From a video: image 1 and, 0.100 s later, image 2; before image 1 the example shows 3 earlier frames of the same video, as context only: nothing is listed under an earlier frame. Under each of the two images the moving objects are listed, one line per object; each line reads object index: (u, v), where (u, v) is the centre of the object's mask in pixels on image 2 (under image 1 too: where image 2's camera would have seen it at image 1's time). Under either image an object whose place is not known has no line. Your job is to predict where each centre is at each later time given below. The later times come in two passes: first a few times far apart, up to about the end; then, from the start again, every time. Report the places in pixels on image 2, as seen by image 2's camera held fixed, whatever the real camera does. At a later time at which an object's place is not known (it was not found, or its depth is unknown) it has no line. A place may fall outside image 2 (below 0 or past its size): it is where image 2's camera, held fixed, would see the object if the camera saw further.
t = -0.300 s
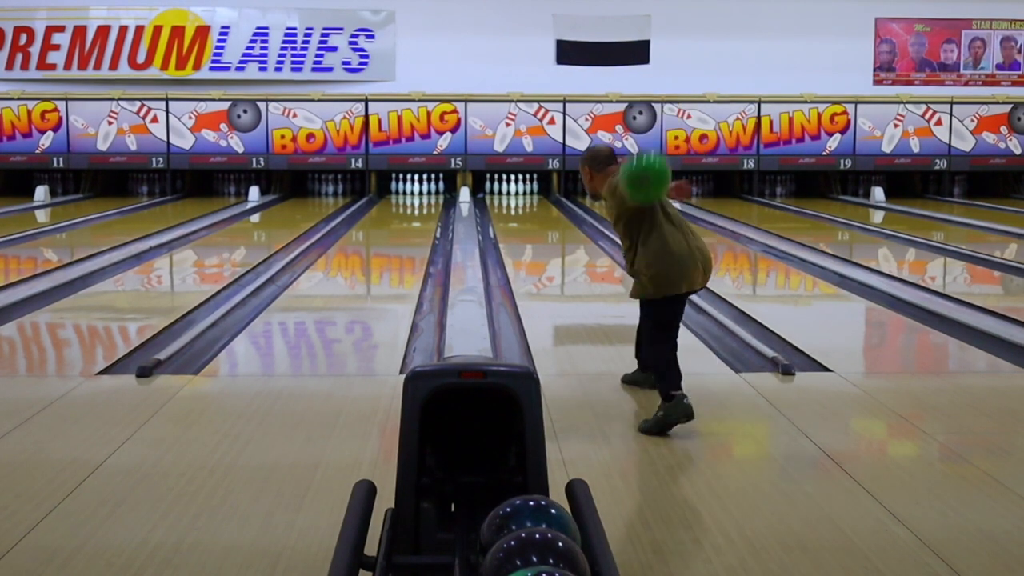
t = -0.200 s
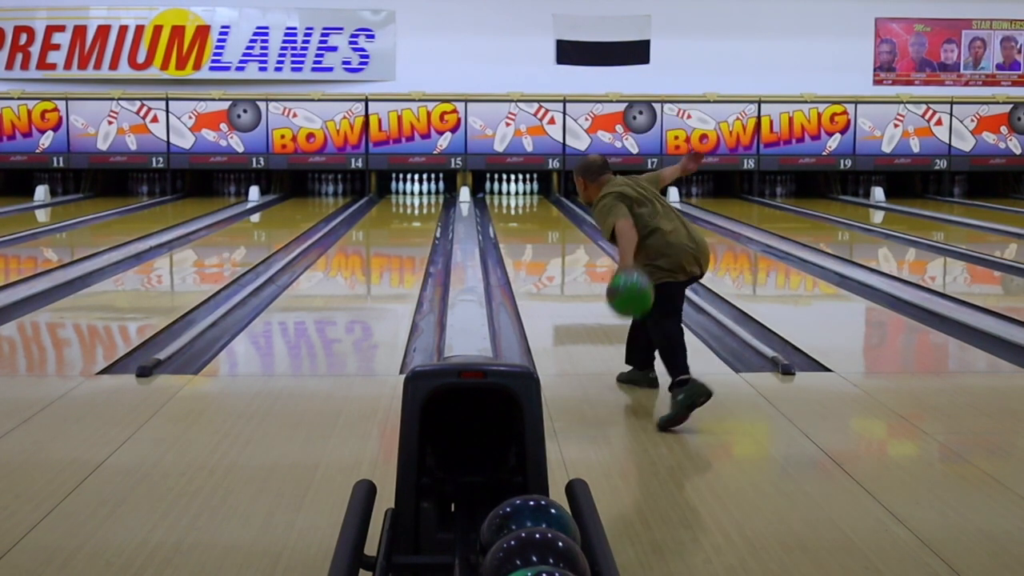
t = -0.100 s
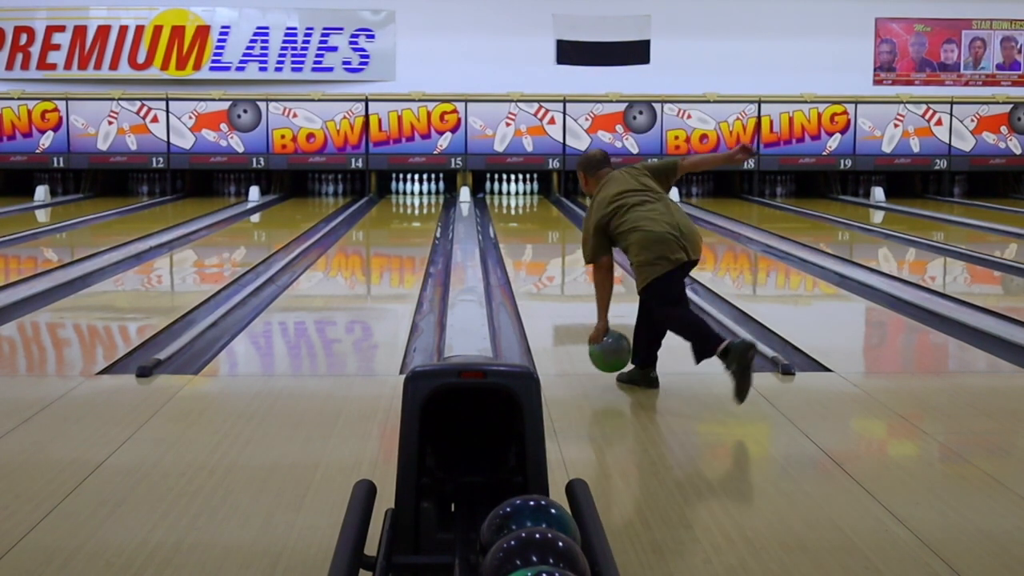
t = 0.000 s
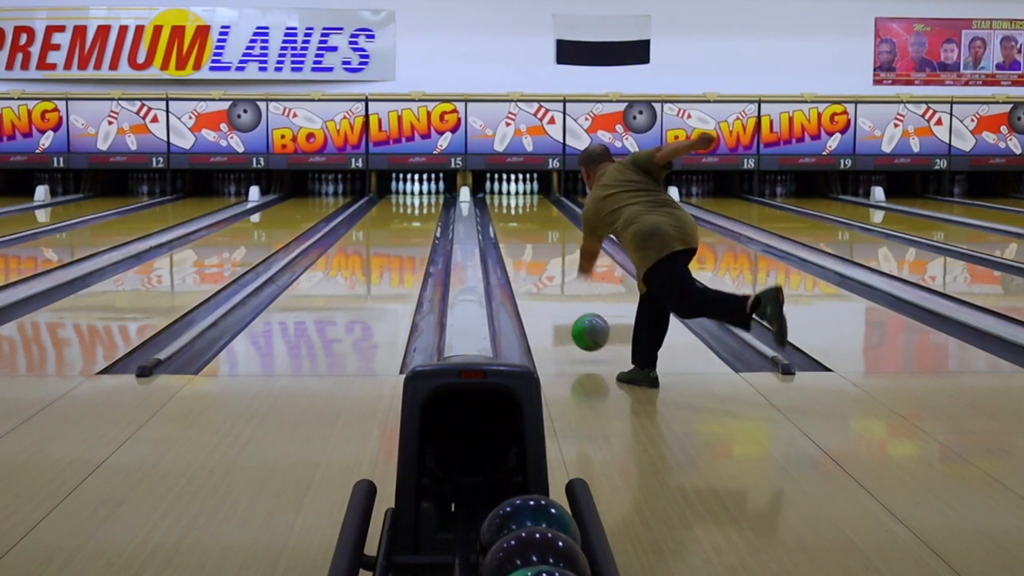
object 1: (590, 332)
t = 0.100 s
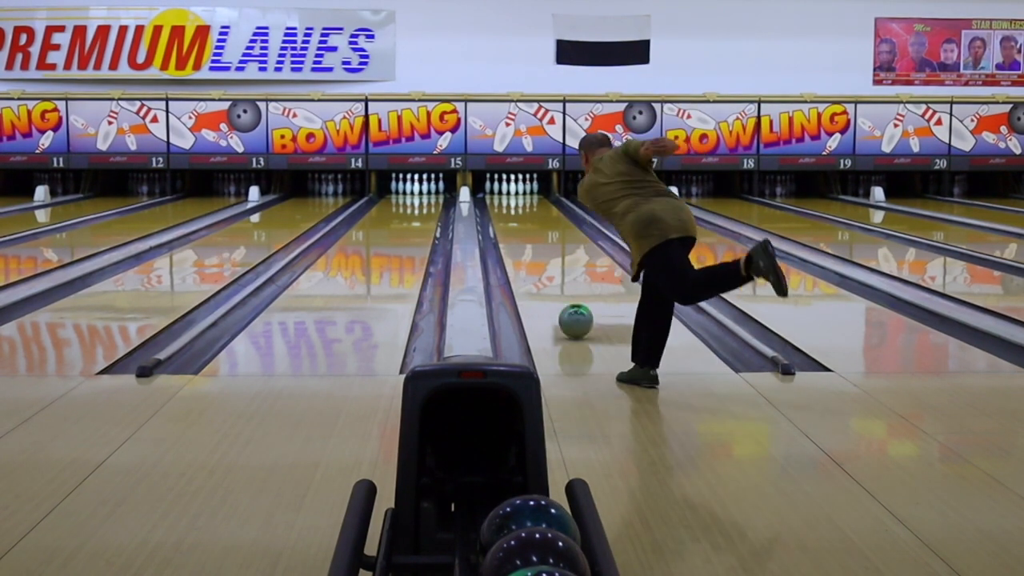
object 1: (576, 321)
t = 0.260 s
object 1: (558, 296)
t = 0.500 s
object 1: (538, 267)
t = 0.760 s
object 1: (525, 245)
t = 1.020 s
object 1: (516, 229)
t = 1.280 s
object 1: (509, 217)
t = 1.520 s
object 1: (504, 209)
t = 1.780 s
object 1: (504, 202)
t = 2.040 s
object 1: (507, 196)
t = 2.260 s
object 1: (512, 192)
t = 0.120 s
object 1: (573, 318)
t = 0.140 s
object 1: (571, 314)
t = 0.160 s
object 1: (568, 311)
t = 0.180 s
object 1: (566, 308)
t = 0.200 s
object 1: (564, 304)
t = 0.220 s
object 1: (561, 301)
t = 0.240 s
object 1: (559, 298)
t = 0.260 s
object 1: (558, 296)
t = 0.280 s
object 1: (556, 293)
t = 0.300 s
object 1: (554, 290)
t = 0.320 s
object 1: (552, 287)
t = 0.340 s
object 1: (550, 285)
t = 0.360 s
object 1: (549, 282)
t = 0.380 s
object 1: (547, 280)
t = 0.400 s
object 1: (546, 278)
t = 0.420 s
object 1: (544, 276)
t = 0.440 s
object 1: (543, 273)
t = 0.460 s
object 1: (541, 271)
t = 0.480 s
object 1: (540, 269)
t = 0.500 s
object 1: (538, 267)
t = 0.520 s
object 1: (537, 265)
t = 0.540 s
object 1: (536, 263)
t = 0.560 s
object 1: (535, 261)
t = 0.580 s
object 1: (534, 260)
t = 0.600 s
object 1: (533, 258)
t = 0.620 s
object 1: (531, 257)
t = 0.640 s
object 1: (530, 255)
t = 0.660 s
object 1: (529, 254)
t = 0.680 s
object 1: (528, 252)
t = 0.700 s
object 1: (527, 251)
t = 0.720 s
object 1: (526, 249)
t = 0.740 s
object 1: (525, 247)
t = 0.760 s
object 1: (525, 245)
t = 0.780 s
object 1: (524, 244)
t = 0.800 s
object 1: (523, 243)
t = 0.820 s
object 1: (522, 241)
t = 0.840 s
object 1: (521, 240)
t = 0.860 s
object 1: (521, 239)
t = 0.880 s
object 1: (520, 238)
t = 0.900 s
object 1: (519, 236)
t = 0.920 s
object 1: (518, 235)
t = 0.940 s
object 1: (517, 234)
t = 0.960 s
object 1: (517, 233)
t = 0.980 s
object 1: (516, 232)
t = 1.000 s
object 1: (516, 231)
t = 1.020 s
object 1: (516, 229)
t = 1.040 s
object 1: (515, 228)
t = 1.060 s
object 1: (513, 228)
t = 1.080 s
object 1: (513, 227)
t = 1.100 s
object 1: (513, 226)
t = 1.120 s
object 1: (513, 225)
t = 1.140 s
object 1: (512, 224)
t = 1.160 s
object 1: (511, 223)
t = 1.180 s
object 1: (511, 222)
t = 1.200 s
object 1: (510, 221)
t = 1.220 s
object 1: (510, 220)
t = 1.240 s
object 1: (510, 219)
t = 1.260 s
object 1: (510, 218)
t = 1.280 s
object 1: (509, 217)
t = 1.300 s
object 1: (508, 216)
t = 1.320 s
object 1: (508, 216)
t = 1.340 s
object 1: (507, 215)
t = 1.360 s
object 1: (507, 214)
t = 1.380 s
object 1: (507, 214)
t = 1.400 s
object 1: (506, 213)
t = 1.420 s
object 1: (506, 212)
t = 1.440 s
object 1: (506, 212)
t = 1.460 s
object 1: (506, 211)
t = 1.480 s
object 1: (505, 210)
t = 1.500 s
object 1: (505, 210)
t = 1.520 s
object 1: (504, 209)
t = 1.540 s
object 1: (504, 209)
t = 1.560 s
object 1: (504, 208)
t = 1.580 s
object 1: (504, 207)
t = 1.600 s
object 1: (504, 206)
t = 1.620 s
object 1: (504, 206)
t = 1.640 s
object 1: (504, 206)
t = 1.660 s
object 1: (504, 205)
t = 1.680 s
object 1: (504, 204)
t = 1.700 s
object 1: (504, 203)
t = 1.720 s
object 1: (504, 203)
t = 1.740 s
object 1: (504, 203)
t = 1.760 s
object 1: (504, 202)
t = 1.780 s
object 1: (504, 202)
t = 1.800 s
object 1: (504, 202)
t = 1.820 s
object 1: (504, 201)
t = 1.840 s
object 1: (504, 200)
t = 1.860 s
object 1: (505, 199)
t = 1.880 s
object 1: (505, 199)
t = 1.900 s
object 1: (505, 199)
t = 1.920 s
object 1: (505, 198)
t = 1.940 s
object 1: (506, 198)
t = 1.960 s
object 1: (506, 198)
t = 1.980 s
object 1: (506, 197)
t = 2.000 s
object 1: (506, 197)
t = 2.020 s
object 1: (507, 196)
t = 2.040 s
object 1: (507, 196)
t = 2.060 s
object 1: (508, 195)
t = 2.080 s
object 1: (508, 194)
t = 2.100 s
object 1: (508, 195)
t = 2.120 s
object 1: (509, 194)
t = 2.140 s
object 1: (510, 194)
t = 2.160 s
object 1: (510, 194)
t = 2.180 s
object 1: (511, 193)
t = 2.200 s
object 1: (511, 193)
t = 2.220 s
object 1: (512, 193)
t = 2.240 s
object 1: (512, 192)
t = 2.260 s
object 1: (512, 192)
